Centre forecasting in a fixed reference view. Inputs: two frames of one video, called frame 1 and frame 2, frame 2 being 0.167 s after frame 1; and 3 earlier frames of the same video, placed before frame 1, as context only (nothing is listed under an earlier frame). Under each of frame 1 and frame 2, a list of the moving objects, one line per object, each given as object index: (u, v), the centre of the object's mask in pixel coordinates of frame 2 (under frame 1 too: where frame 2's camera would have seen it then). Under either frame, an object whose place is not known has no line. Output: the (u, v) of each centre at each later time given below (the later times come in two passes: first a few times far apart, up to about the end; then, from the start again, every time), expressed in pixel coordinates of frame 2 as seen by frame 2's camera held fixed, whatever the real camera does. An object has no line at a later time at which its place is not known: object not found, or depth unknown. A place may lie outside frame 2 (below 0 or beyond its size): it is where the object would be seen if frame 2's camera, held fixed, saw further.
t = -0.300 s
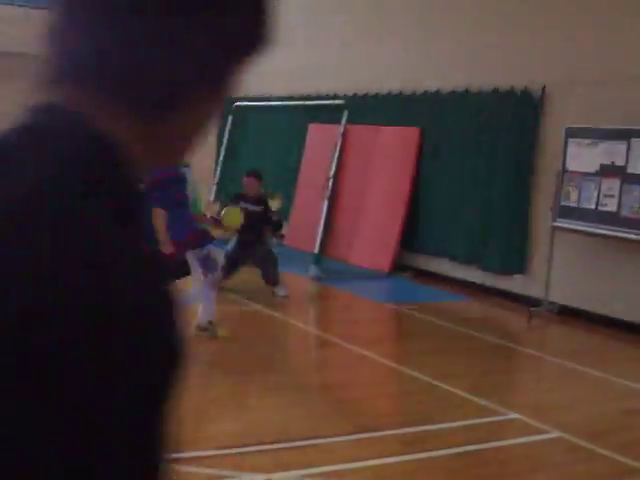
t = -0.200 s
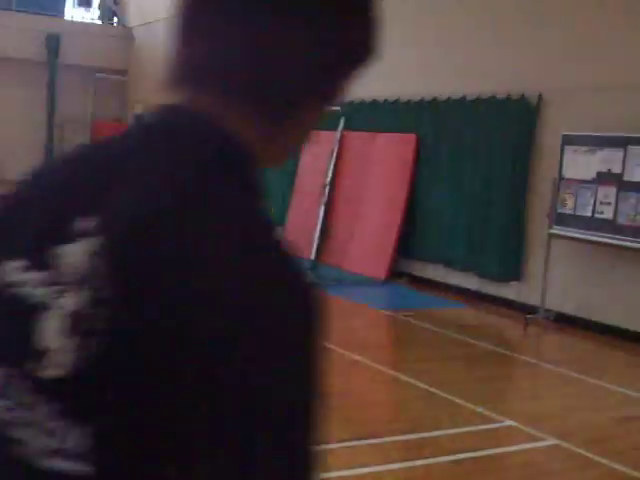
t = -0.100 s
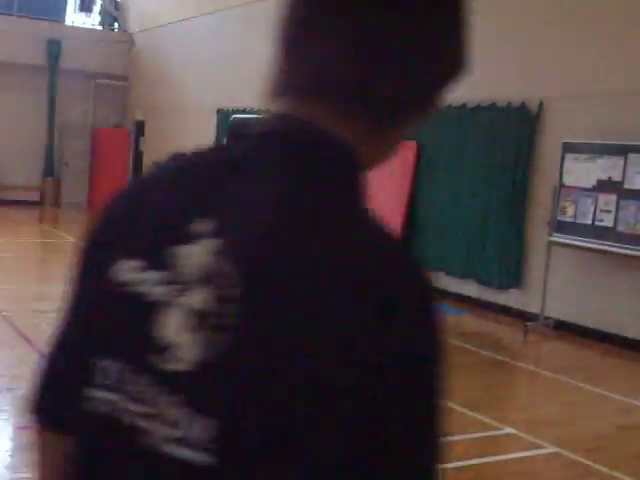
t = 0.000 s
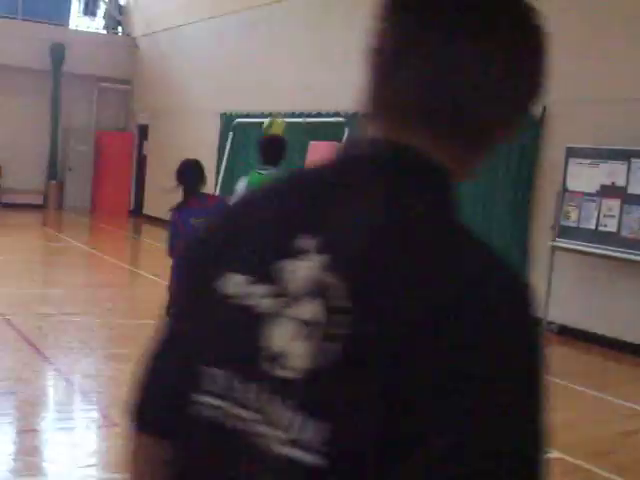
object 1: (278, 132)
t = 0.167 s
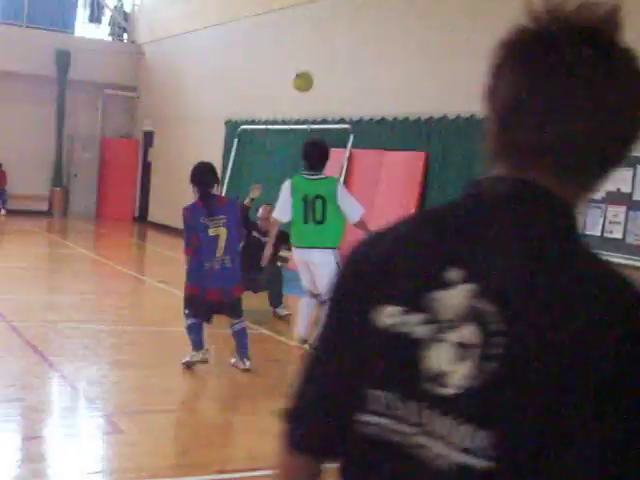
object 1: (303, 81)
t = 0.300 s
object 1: (319, 60)
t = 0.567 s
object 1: (347, 70)
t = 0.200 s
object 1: (307, 74)
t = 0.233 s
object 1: (312, 68)
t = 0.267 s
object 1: (315, 63)
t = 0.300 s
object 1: (319, 60)
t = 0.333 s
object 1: (324, 57)
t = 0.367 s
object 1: (328, 54)
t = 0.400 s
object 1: (331, 55)
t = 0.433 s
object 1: (334, 56)
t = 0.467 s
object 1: (339, 58)
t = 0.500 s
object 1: (342, 60)
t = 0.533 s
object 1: (344, 64)
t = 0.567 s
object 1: (347, 70)
